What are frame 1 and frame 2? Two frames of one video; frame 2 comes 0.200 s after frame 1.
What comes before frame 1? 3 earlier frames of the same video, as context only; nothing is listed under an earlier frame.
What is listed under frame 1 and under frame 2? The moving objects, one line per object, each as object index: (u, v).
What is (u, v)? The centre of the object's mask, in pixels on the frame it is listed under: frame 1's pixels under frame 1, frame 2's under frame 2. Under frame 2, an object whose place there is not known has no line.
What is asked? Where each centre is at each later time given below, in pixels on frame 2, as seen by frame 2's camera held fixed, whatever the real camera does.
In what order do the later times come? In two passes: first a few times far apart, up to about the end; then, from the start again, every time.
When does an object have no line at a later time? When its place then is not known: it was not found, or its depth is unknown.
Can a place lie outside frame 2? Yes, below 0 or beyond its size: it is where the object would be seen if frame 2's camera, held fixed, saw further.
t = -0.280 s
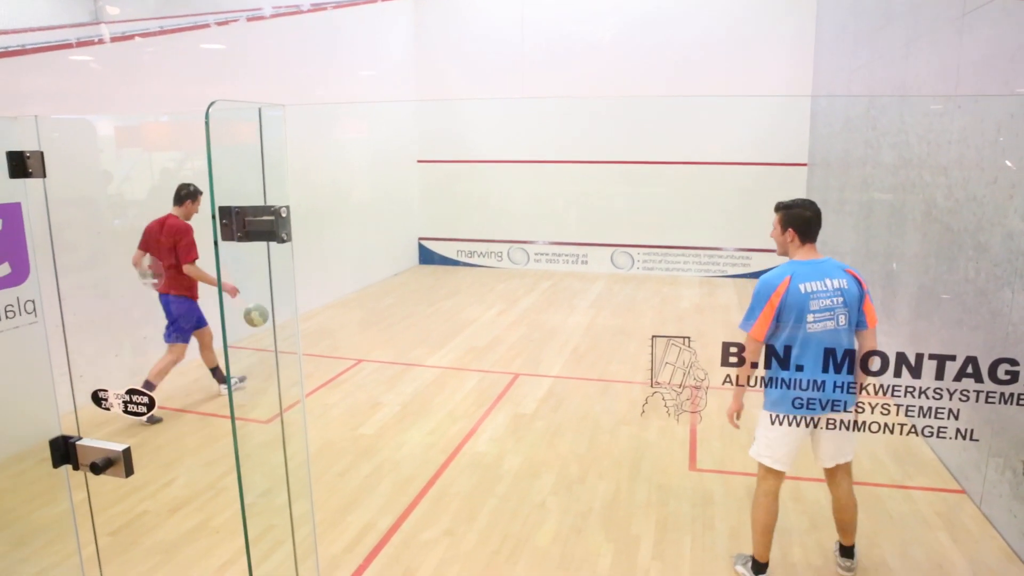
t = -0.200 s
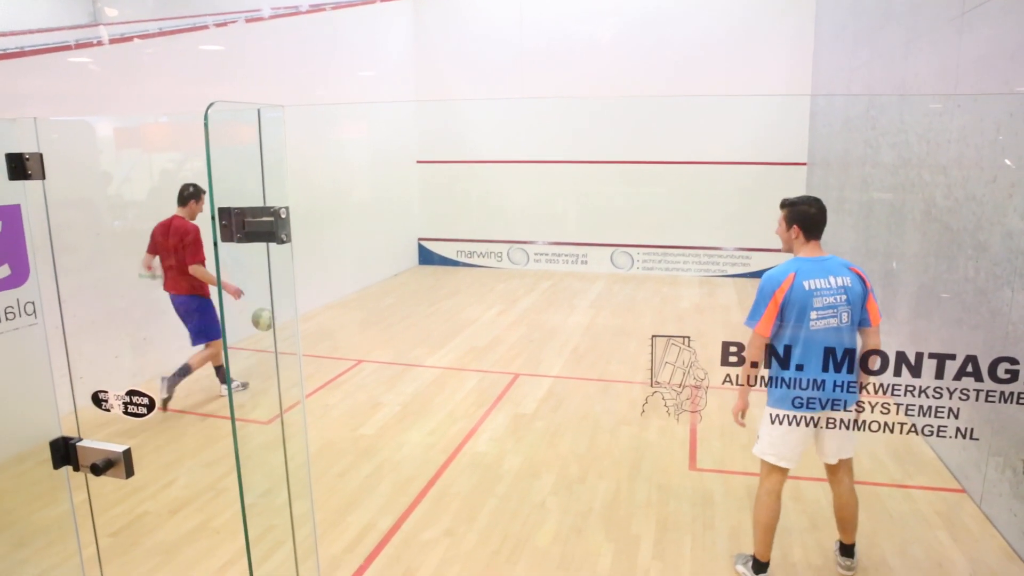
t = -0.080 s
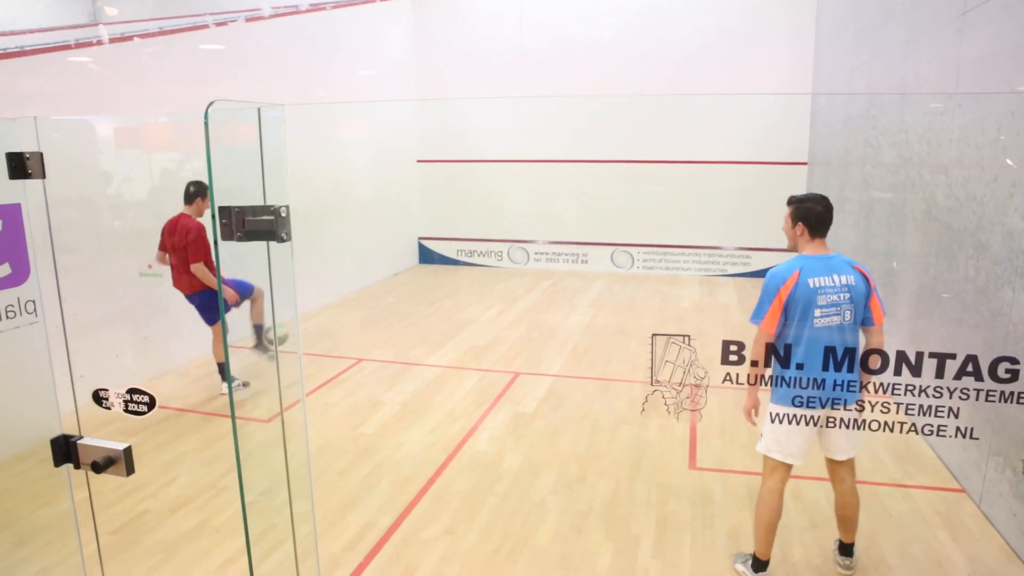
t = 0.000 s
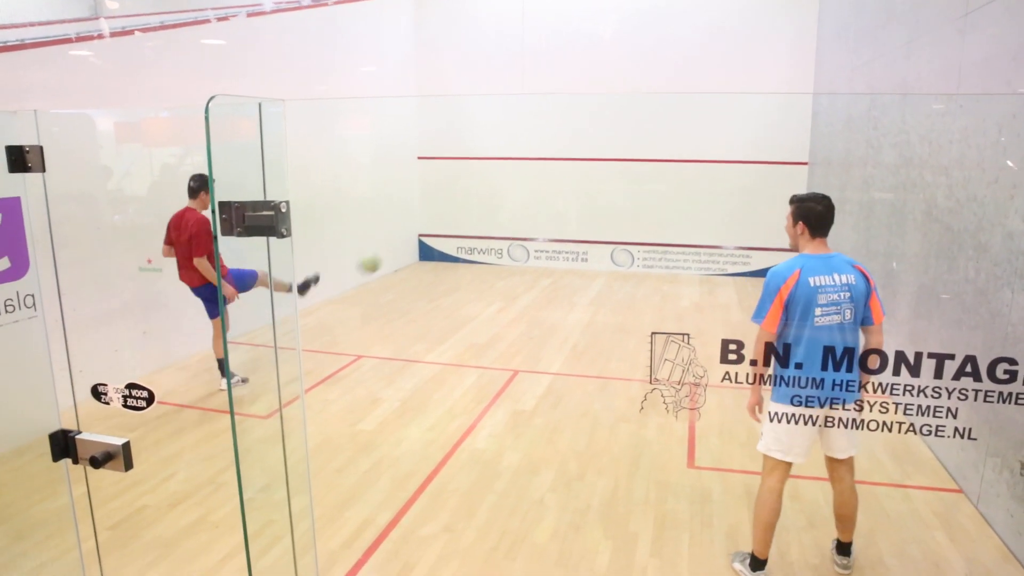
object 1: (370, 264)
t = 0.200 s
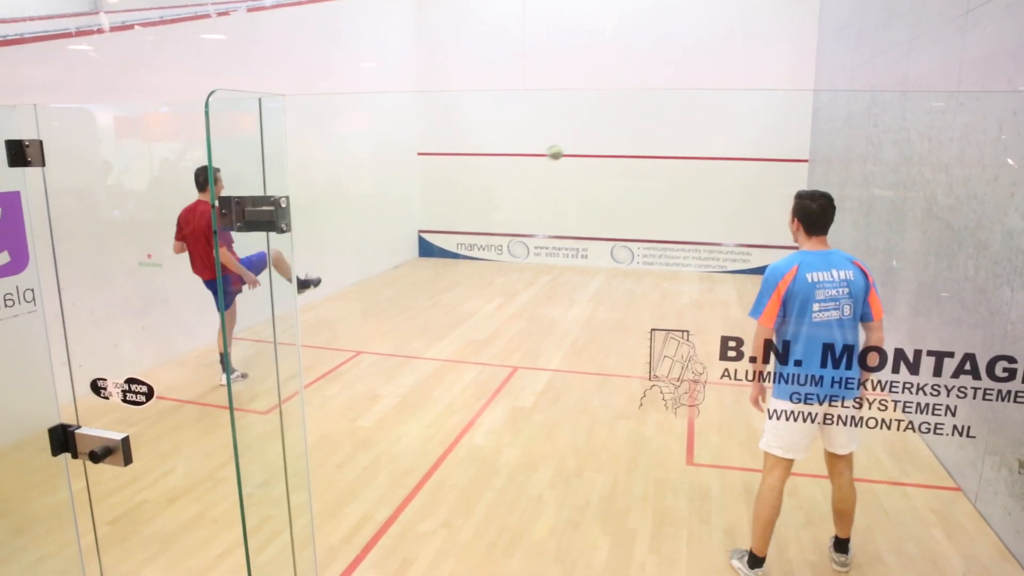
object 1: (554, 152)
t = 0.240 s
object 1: (582, 142)
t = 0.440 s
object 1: (681, 116)
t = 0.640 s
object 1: (729, 107)
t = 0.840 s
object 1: (800, 131)
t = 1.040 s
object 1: (895, 211)
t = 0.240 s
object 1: (582, 142)
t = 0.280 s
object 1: (607, 133)
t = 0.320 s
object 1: (629, 127)
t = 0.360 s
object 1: (650, 123)
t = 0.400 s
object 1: (669, 119)
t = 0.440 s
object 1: (681, 116)
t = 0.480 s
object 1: (690, 112)
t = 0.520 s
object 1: (699, 110)
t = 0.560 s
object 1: (708, 109)
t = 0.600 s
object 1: (718, 107)
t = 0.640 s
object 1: (729, 107)
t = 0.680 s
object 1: (741, 109)
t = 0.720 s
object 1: (754, 112)
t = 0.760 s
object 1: (768, 116)
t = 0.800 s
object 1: (784, 123)
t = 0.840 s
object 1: (800, 131)
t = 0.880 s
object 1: (819, 142)
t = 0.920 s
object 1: (841, 155)
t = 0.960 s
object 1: (863, 172)
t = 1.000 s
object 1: (887, 192)
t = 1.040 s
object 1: (895, 211)
